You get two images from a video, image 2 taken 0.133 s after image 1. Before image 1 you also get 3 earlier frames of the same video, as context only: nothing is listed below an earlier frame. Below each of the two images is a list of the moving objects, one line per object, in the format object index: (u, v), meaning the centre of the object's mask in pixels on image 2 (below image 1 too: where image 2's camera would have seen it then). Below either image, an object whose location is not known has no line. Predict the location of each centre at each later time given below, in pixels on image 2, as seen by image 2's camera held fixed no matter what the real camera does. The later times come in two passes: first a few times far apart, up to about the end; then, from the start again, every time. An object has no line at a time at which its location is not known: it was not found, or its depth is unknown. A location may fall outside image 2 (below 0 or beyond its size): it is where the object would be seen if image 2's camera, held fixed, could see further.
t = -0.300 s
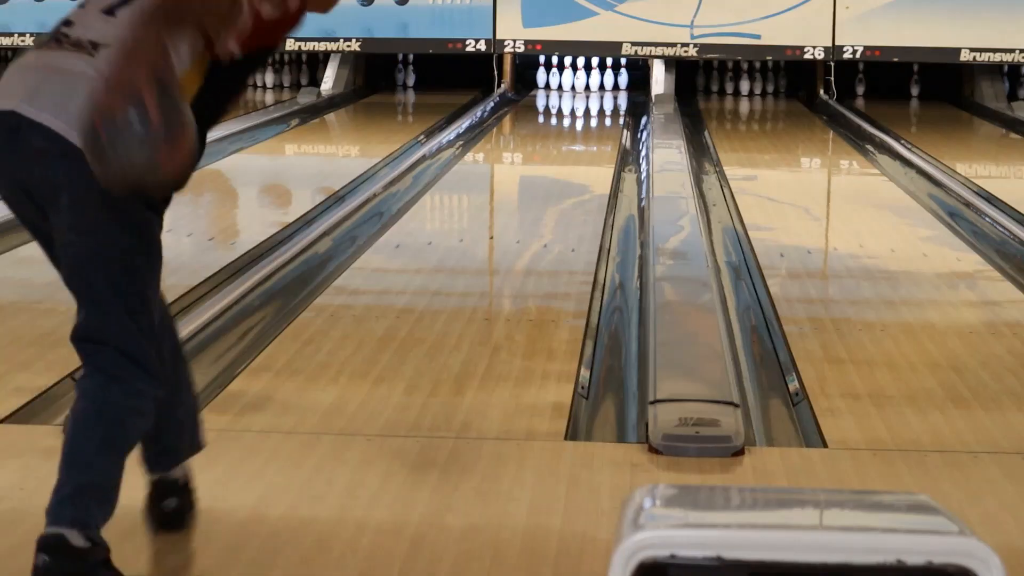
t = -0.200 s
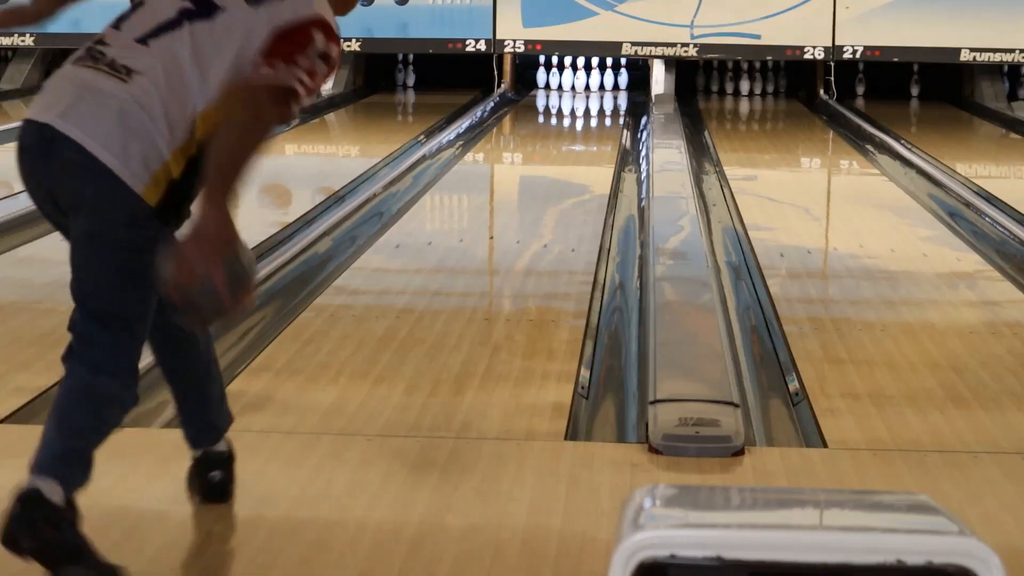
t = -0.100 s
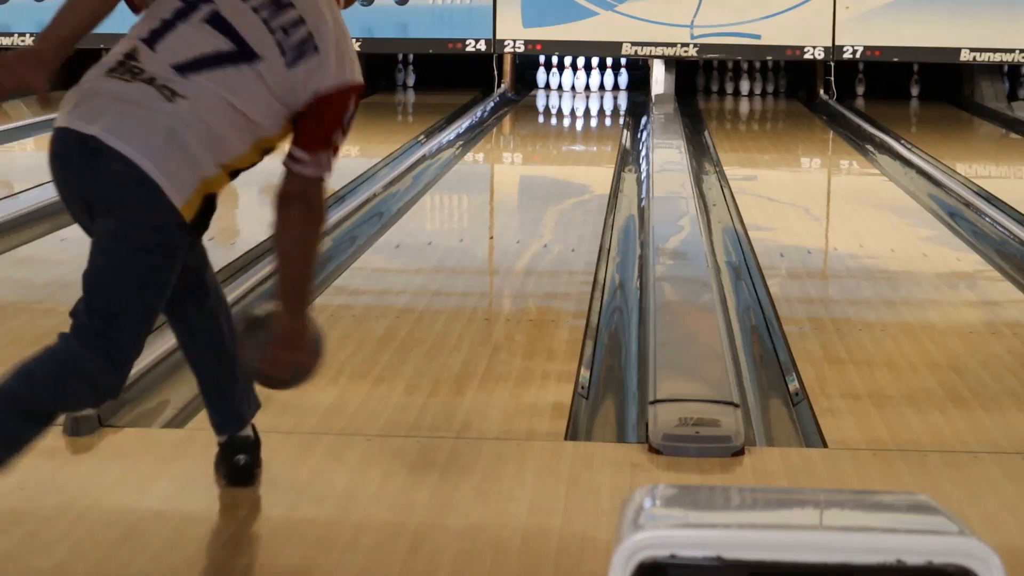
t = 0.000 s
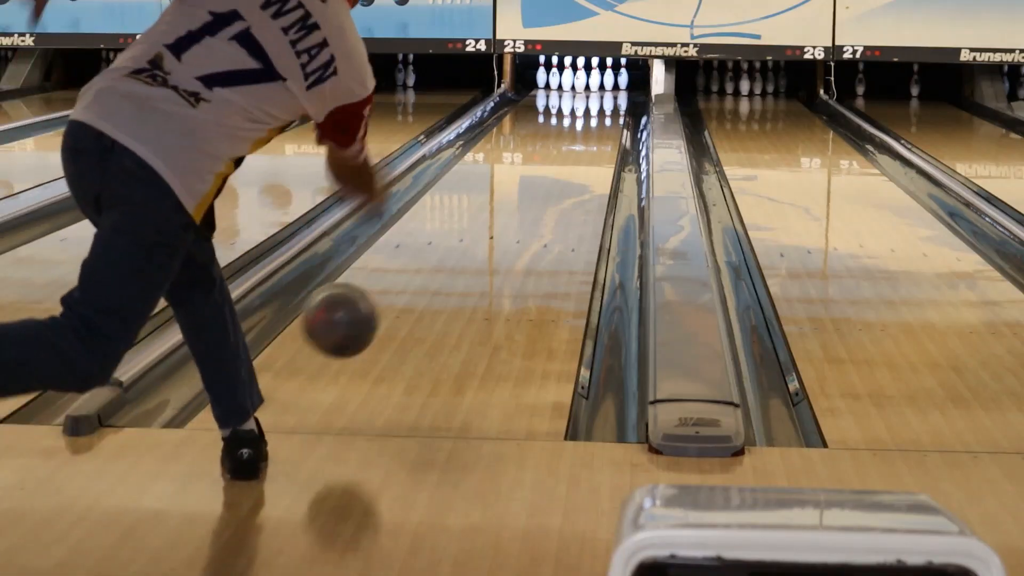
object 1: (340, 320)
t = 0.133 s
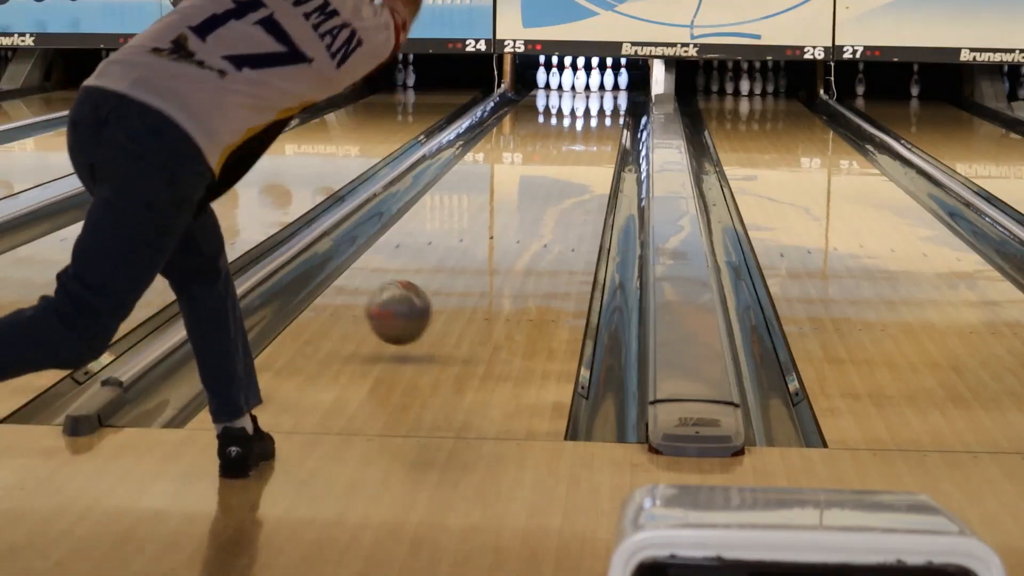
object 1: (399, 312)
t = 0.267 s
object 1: (442, 281)
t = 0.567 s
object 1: (507, 215)
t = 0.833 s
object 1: (543, 175)
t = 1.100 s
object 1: (567, 148)
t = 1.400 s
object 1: (585, 125)
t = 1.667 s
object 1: (595, 110)
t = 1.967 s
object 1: (598, 95)
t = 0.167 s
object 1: (412, 314)
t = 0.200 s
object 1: (422, 300)
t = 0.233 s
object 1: (433, 290)
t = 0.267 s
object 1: (442, 281)
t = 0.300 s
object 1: (452, 271)
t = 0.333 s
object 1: (460, 262)
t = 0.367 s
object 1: (468, 254)
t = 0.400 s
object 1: (476, 247)
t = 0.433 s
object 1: (482, 240)
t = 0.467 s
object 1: (489, 233)
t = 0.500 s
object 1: (496, 226)
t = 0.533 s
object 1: (501, 220)
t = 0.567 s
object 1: (507, 215)
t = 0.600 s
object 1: (512, 209)
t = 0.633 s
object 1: (517, 204)
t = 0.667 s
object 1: (522, 199)
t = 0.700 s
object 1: (527, 193)
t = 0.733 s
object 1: (531, 189)
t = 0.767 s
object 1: (535, 184)
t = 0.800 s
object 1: (539, 180)
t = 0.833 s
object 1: (543, 175)
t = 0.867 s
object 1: (547, 171)
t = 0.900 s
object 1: (550, 168)
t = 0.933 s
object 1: (553, 164)
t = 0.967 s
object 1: (557, 161)
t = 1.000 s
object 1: (560, 157)
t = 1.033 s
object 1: (562, 154)
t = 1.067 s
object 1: (565, 151)
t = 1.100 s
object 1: (567, 148)
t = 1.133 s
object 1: (570, 145)
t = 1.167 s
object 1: (572, 142)
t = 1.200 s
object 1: (574, 139)
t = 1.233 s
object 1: (577, 137)
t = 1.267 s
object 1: (579, 134)
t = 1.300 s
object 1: (580, 132)
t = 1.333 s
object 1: (581, 130)
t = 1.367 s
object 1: (584, 127)
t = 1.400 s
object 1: (585, 125)
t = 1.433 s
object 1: (587, 123)
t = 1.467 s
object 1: (587, 121)
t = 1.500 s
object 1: (590, 119)
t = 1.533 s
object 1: (591, 117)
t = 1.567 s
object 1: (592, 115)
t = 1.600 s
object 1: (593, 113)
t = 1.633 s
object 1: (594, 111)
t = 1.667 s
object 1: (595, 110)
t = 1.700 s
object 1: (596, 108)
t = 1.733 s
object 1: (596, 106)
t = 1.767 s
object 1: (597, 104)
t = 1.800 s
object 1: (597, 103)
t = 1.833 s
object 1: (597, 102)
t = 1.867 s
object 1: (598, 99)
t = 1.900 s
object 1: (598, 98)
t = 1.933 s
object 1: (598, 97)
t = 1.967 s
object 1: (598, 95)
